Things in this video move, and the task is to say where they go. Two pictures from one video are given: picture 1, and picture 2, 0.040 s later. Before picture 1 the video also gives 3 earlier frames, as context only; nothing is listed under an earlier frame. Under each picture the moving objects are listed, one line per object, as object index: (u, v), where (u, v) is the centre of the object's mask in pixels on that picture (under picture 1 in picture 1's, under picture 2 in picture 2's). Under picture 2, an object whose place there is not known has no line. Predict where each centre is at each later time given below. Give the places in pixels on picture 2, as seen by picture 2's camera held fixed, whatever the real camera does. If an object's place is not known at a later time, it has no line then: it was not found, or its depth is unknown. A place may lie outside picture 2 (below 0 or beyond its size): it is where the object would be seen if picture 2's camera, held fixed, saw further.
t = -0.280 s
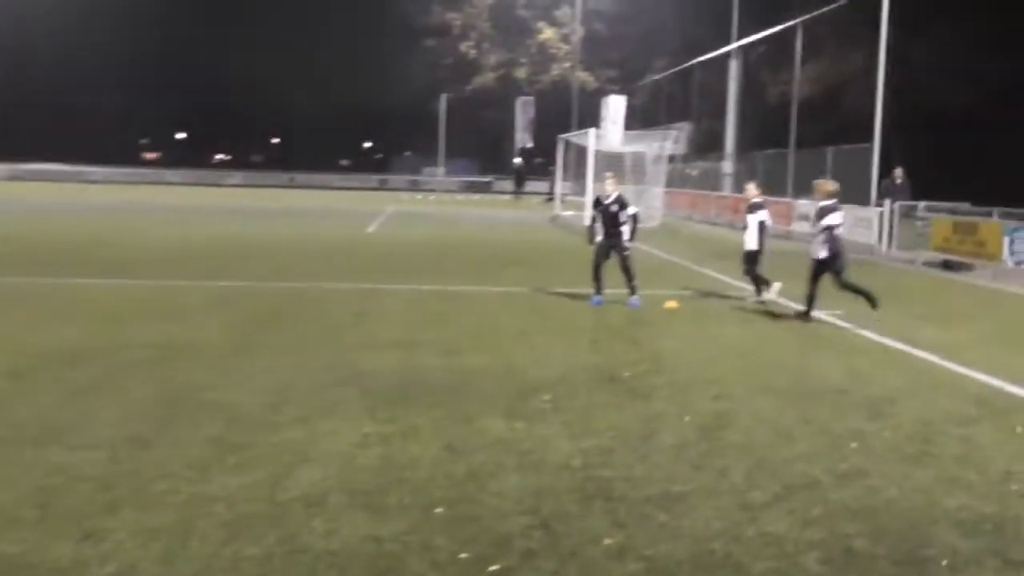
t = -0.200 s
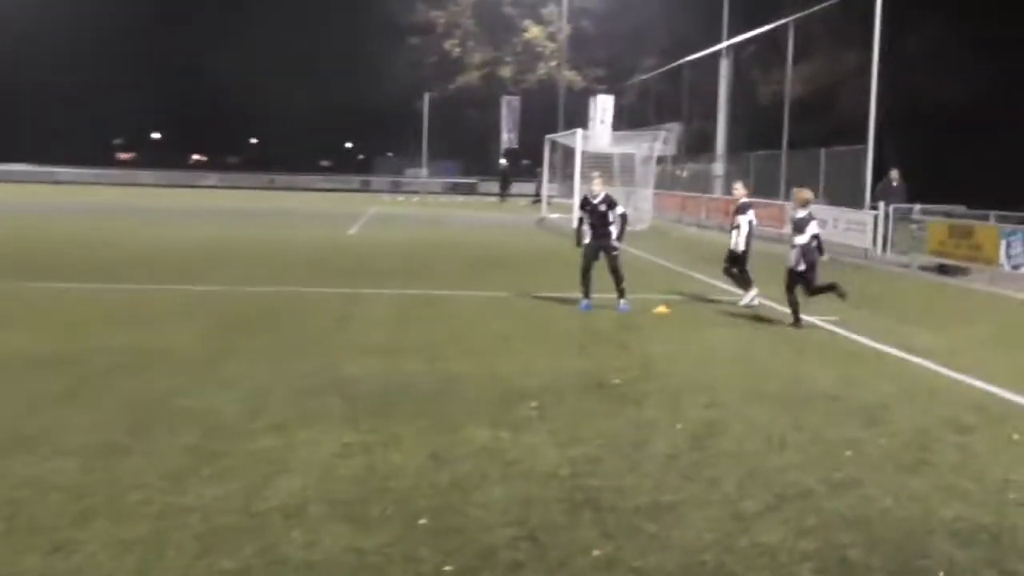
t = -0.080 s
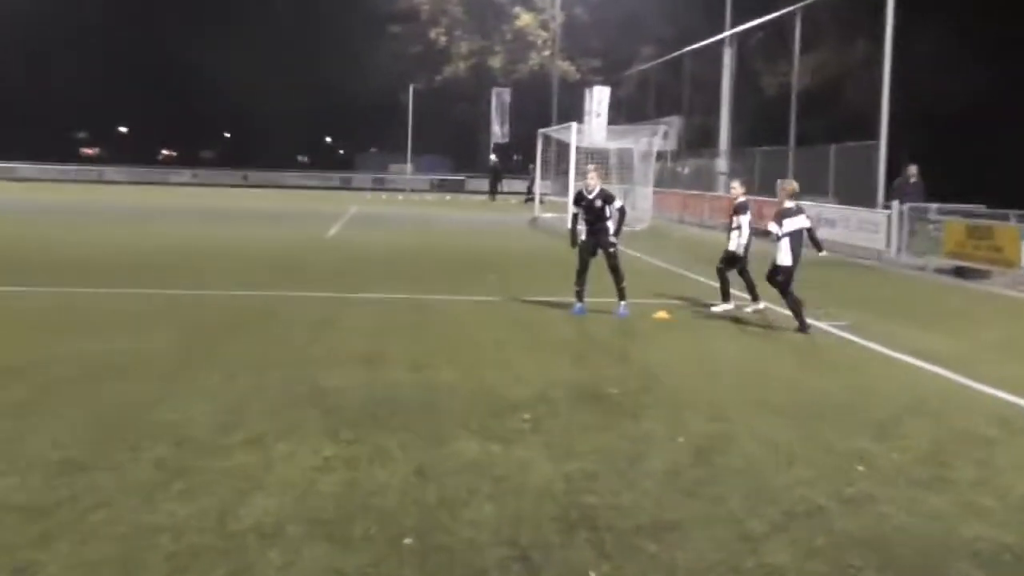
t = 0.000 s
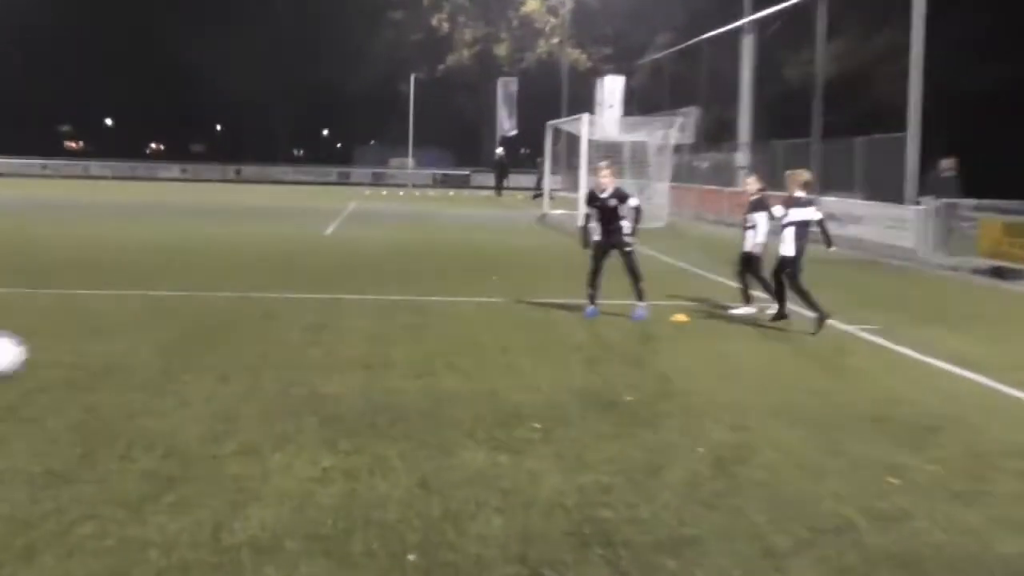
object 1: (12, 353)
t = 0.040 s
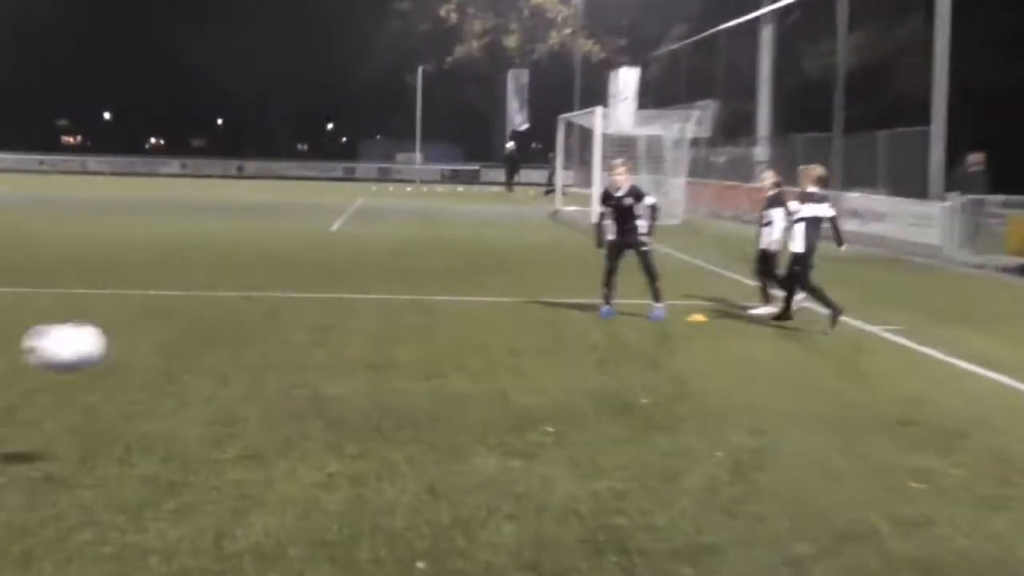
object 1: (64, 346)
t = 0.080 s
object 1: (137, 340)
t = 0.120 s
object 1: (203, 339)
